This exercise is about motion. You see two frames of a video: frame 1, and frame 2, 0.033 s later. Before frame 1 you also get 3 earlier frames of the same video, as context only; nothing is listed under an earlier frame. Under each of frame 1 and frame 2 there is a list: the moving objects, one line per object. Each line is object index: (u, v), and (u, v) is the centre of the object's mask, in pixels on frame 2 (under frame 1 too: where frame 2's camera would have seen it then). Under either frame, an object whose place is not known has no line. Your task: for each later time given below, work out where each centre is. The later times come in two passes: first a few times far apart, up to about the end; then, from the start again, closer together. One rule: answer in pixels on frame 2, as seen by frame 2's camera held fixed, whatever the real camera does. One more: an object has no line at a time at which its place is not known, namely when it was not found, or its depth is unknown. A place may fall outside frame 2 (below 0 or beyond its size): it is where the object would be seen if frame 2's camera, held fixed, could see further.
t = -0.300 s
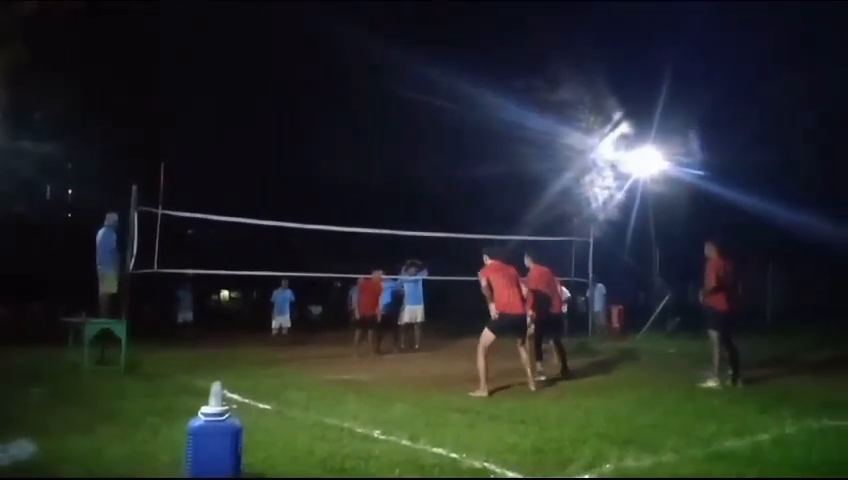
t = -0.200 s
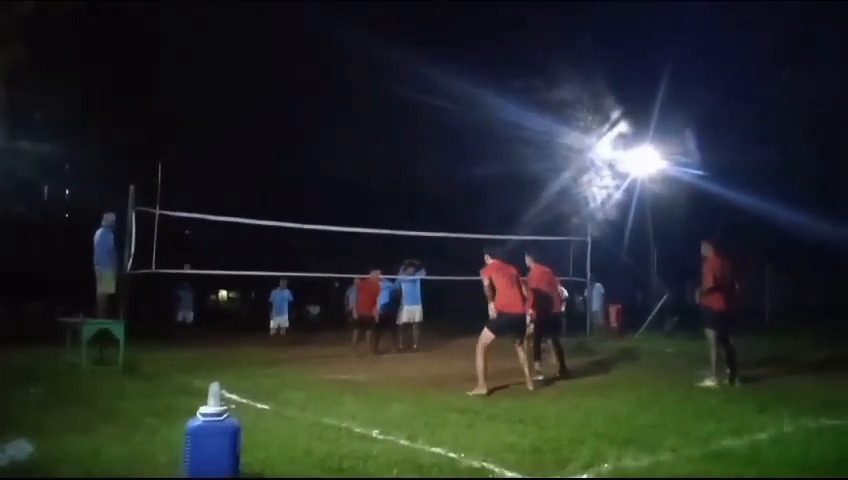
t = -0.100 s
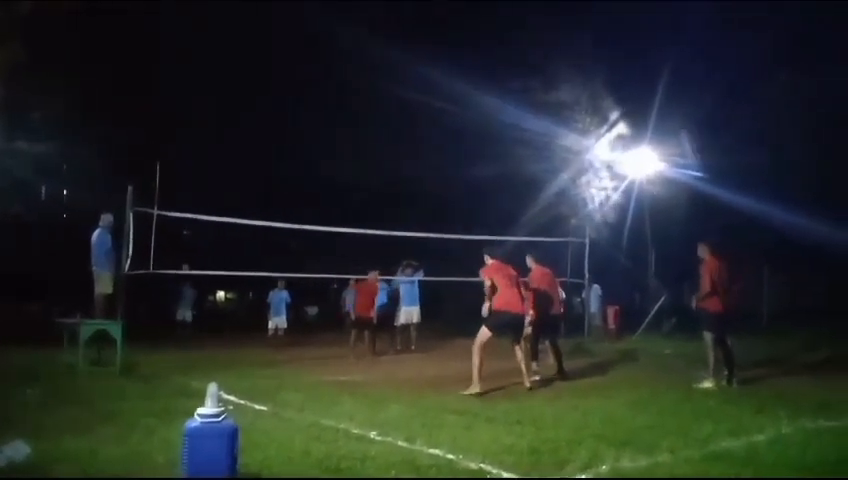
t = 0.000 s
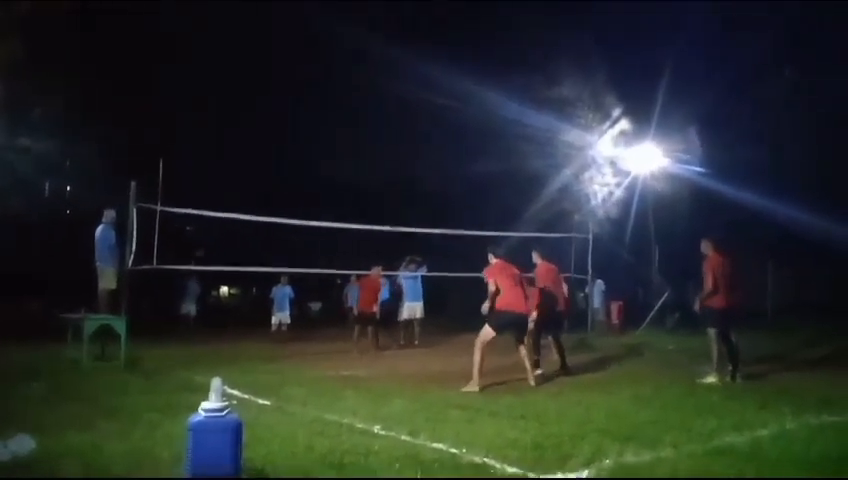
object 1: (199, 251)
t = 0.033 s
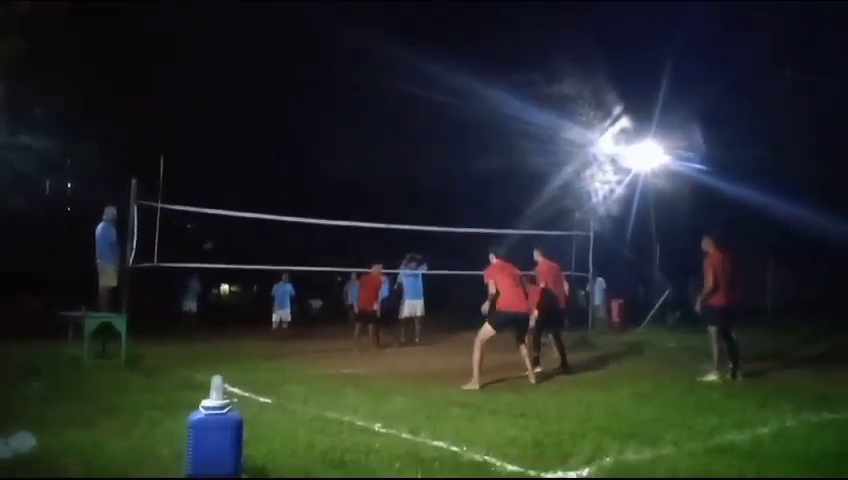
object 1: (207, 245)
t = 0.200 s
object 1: (249, 218)
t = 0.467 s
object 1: (326, 188)
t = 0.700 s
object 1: (402, 187)
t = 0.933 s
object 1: (490, 212)
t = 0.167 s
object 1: (240, 221)
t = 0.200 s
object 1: (249, 218)
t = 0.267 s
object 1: (267, 207)
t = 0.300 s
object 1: (277, 202)
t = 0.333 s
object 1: (286, 199)
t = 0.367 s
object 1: (296, 195)
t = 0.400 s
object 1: (306, 193)
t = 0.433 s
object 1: (316, 190)
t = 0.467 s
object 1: (326, 188)
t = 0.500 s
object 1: (336, 186)
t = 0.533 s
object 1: (347, 183)
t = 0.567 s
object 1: (357, 184)
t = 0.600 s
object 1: (368, 184)
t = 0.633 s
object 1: (379, 185)
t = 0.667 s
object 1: (390, 186)
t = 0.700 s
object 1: (402, 187)
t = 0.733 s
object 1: (413, 189)
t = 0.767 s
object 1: (426, 191)
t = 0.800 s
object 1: (438, 193)
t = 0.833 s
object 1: (450, 197)
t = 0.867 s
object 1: (463, 201)
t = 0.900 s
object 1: (476, 205)
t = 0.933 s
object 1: (490, 212)
